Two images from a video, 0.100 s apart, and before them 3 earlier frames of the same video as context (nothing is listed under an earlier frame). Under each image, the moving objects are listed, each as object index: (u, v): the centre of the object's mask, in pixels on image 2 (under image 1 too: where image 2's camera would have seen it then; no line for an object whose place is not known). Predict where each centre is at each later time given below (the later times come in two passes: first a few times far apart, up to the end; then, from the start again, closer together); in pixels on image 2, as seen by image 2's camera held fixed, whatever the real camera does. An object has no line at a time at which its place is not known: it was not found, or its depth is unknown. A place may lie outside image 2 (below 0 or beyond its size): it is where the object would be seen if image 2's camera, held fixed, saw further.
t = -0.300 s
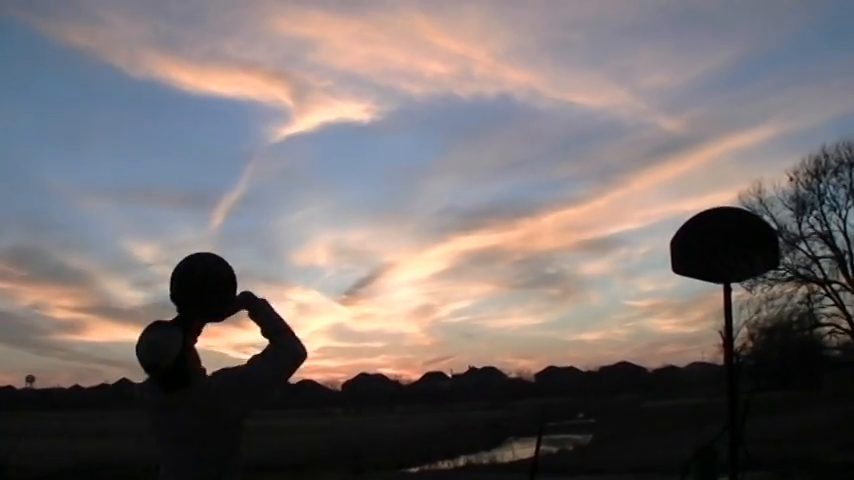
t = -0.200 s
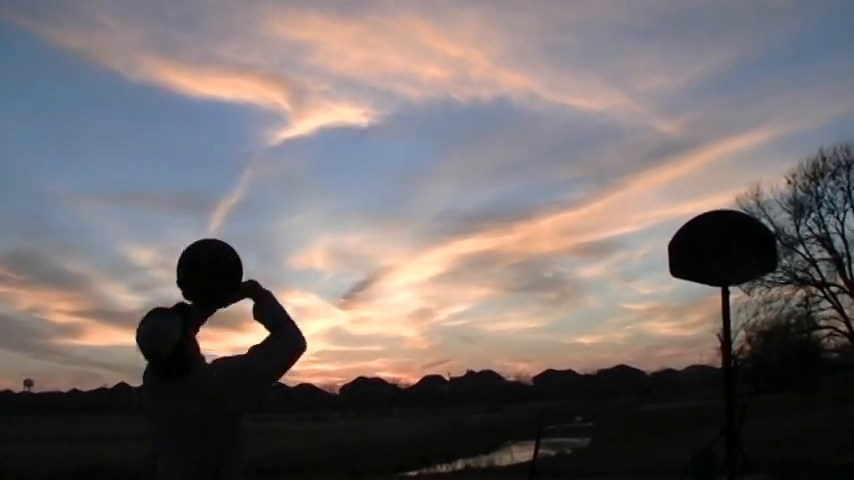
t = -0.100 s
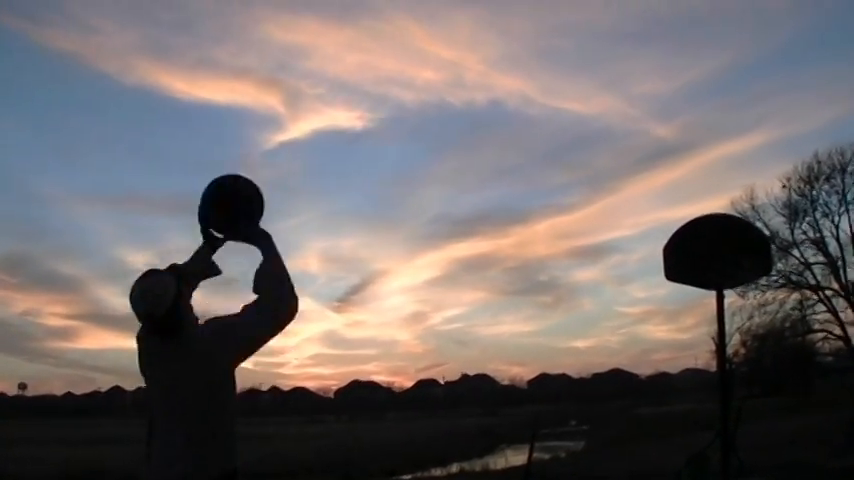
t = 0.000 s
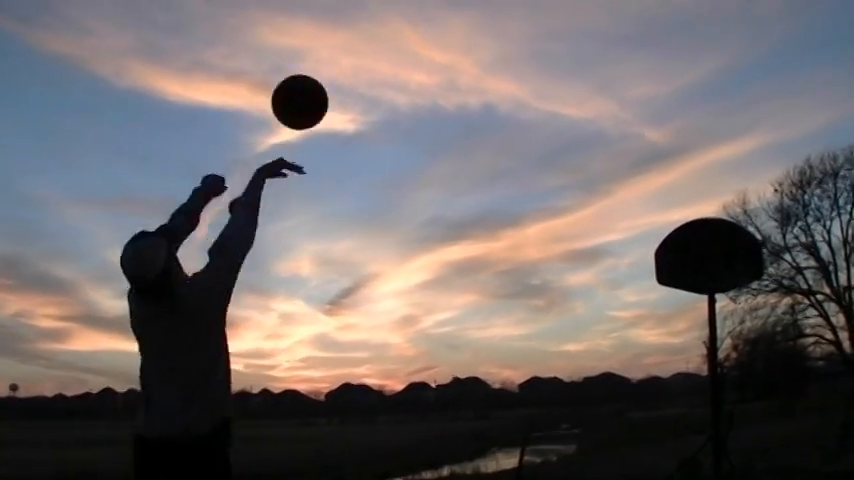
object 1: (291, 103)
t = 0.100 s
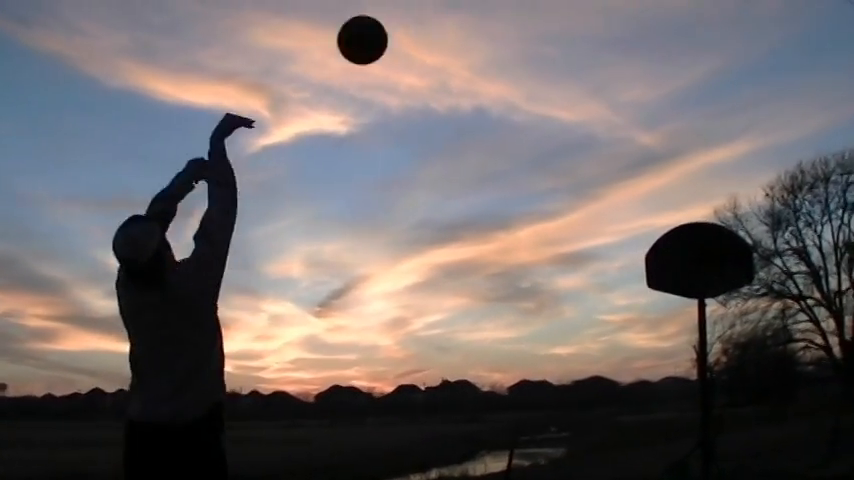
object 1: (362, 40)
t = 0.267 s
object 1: (453, 7)
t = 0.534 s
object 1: (562, 26)
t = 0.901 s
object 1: (675, 179)
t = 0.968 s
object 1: (694, 214)
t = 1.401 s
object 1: (691, 309)
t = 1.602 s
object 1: (674, 374)
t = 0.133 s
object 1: (382, 26)
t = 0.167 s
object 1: (402, 18)
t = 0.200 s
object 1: (420, 13)
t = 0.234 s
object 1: (437, 10)
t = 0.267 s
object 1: (453, 7)
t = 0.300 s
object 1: (469, 5)
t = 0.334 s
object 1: (484, 4)
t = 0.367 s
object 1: (498, 4)
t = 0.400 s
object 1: (511, 5)
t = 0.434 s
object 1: (524, 8)
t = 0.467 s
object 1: (538, 12)
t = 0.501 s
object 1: (550, 18)
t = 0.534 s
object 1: (562, 26)
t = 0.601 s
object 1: (585, 45)
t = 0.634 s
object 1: (595, 57)
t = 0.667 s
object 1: (606, 69)
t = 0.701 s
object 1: (616, 82)
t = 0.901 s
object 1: (675, 179)
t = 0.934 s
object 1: (685, 198)
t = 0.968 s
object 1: (694, 214)
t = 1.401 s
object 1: (691, 309)
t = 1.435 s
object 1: (687, 316)
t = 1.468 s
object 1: (685, 325)
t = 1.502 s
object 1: (682, 335)
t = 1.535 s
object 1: (679, 346)
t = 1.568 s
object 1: (677, 360)
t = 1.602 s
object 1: (674, 374)
